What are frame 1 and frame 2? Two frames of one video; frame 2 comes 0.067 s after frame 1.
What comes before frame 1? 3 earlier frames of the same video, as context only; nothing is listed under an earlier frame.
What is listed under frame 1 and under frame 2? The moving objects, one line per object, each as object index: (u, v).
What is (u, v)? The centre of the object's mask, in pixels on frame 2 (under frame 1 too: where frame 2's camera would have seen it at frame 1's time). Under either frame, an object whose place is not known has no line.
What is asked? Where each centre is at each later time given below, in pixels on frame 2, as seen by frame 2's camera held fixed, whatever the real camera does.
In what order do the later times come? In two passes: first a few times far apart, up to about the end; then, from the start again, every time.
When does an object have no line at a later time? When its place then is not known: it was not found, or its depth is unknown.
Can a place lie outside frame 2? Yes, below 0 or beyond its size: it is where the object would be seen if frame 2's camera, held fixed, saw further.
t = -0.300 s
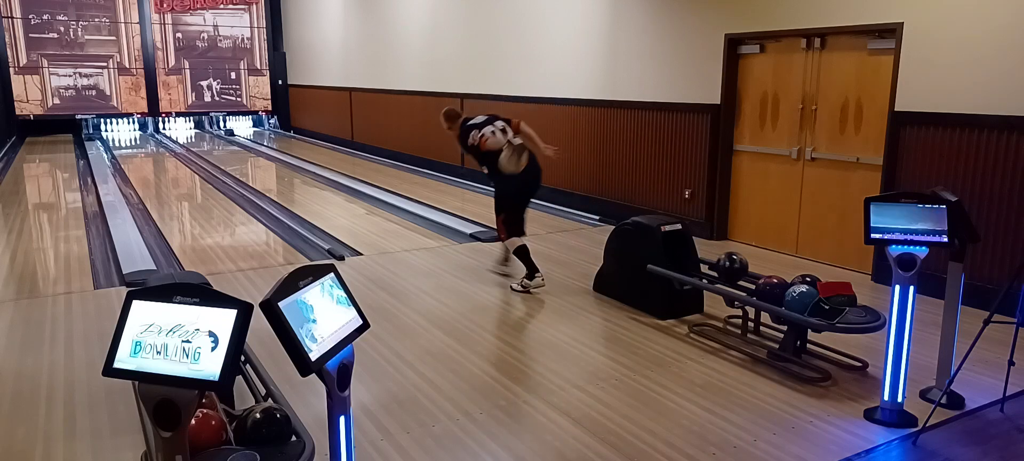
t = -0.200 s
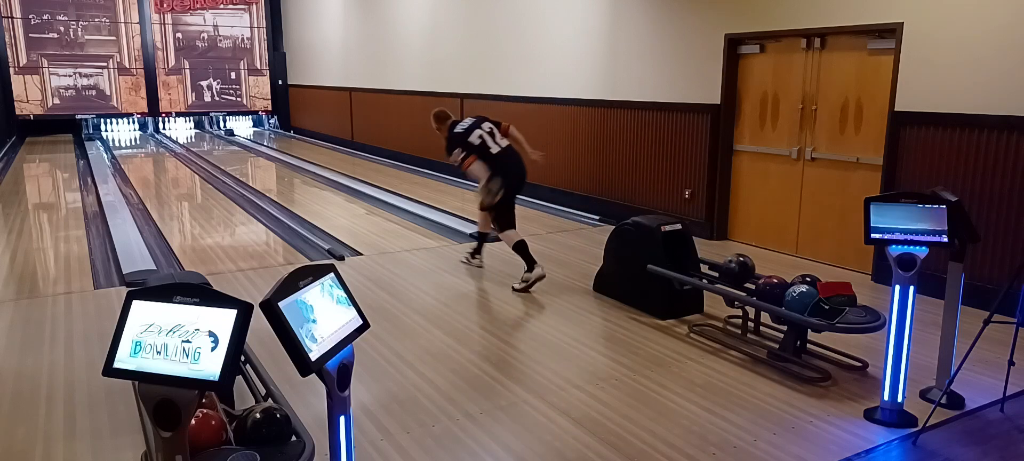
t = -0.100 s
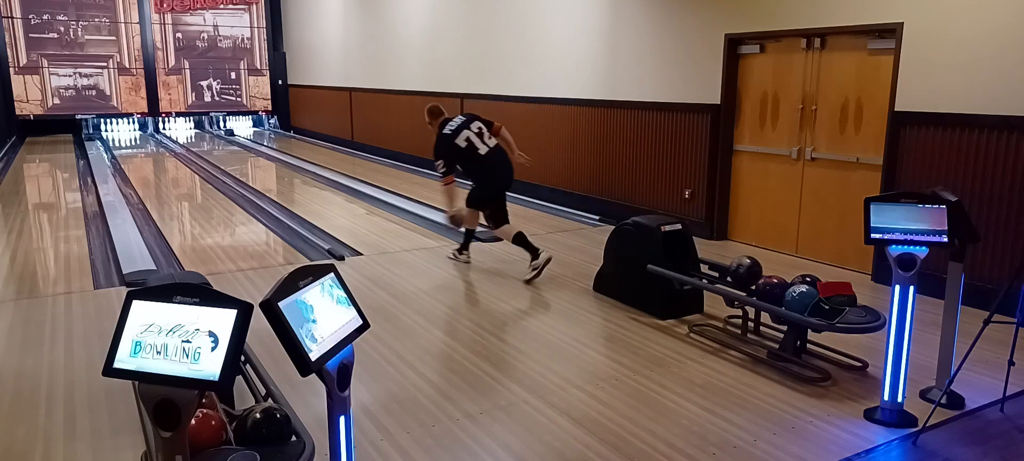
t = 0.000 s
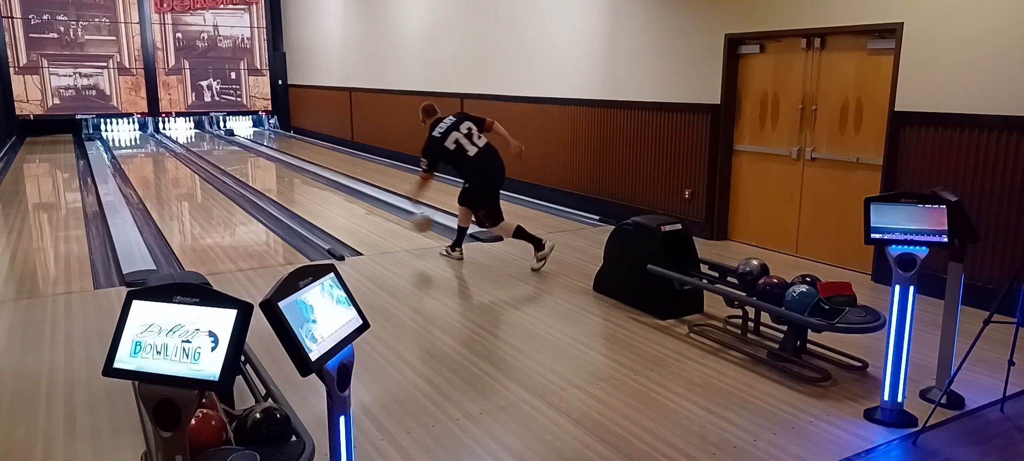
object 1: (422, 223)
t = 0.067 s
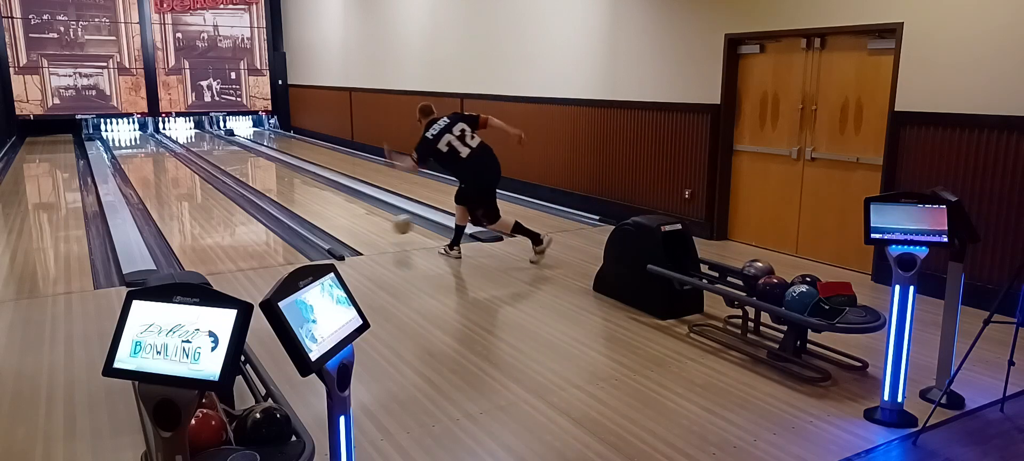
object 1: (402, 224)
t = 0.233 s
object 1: (361, 216)
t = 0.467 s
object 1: (317, 195)
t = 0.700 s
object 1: (285, 180)
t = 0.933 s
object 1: (260, 169)
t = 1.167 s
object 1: (240, 159)
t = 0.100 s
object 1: (394, 228)
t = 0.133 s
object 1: (385, 227)
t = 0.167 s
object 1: (375, 221)
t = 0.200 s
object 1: (368, 218)
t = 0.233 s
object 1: (361, 216)
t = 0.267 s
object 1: (354, 213)
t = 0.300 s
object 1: (349, 211)
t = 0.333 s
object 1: (342, 207)
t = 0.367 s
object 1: (335, 204)
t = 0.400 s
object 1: (328, 202)
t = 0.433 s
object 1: (323, 198)
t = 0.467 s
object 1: (317, 195)
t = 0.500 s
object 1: (312, 193)
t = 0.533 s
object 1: (307, 190)
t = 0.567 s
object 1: (302, 188)
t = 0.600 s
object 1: (297, 186)
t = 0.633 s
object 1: (292, 184)
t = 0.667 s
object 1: (289, 182)
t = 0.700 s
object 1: (285, 180)
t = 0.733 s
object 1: (281, 178)
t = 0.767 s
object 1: (277, 177)
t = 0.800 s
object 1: (273, 175)
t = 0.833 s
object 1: (269, 173)
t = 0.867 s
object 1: (266, 172)
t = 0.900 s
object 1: (263, 170)
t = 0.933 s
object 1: (260, 169)
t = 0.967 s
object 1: (256, 167)
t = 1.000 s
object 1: (253, 165)
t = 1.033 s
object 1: (251, 164)
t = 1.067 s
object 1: (248, 163)
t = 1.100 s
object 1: (245, 162)
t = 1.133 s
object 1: (242, 160)
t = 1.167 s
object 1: (240, 159)
